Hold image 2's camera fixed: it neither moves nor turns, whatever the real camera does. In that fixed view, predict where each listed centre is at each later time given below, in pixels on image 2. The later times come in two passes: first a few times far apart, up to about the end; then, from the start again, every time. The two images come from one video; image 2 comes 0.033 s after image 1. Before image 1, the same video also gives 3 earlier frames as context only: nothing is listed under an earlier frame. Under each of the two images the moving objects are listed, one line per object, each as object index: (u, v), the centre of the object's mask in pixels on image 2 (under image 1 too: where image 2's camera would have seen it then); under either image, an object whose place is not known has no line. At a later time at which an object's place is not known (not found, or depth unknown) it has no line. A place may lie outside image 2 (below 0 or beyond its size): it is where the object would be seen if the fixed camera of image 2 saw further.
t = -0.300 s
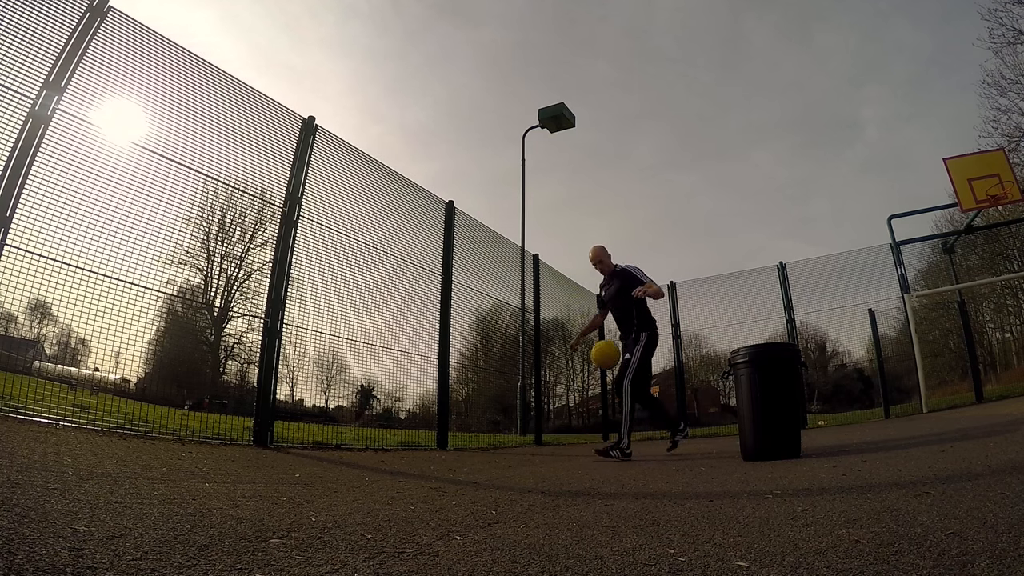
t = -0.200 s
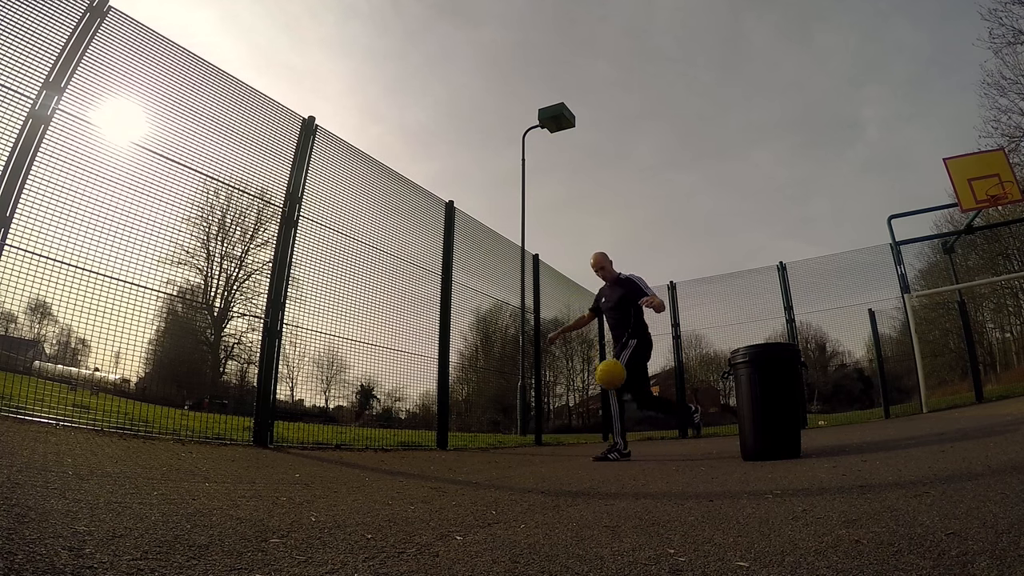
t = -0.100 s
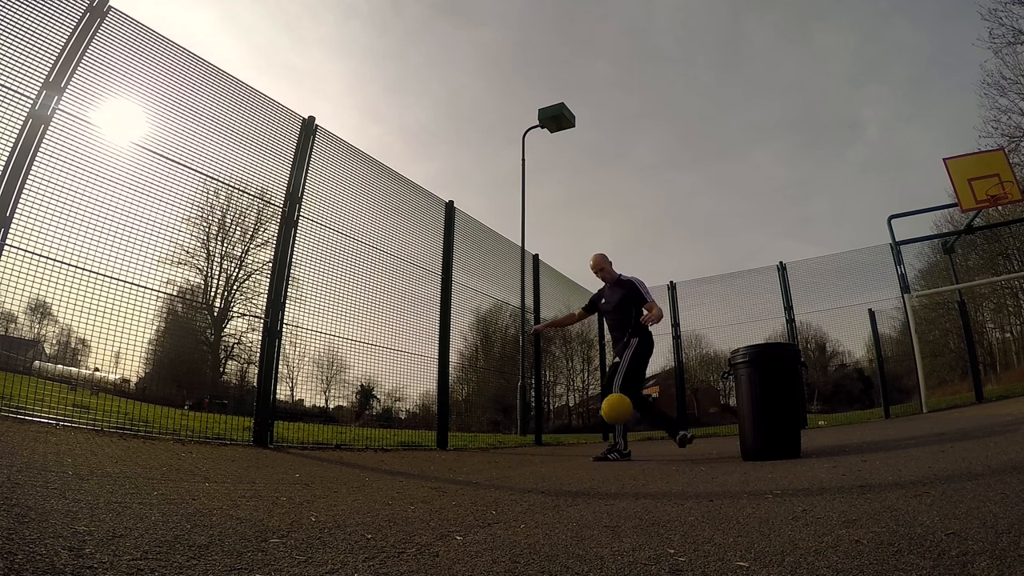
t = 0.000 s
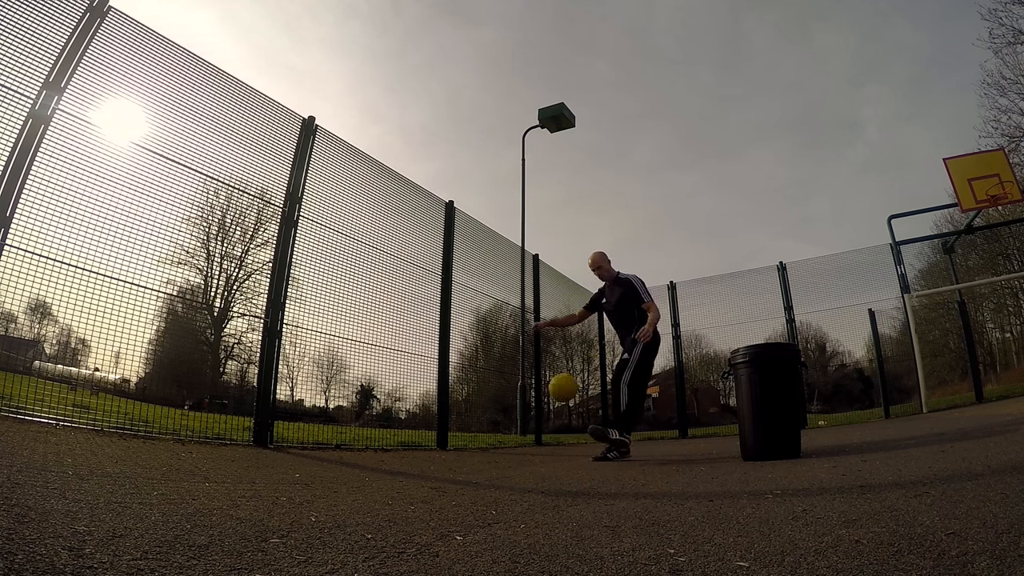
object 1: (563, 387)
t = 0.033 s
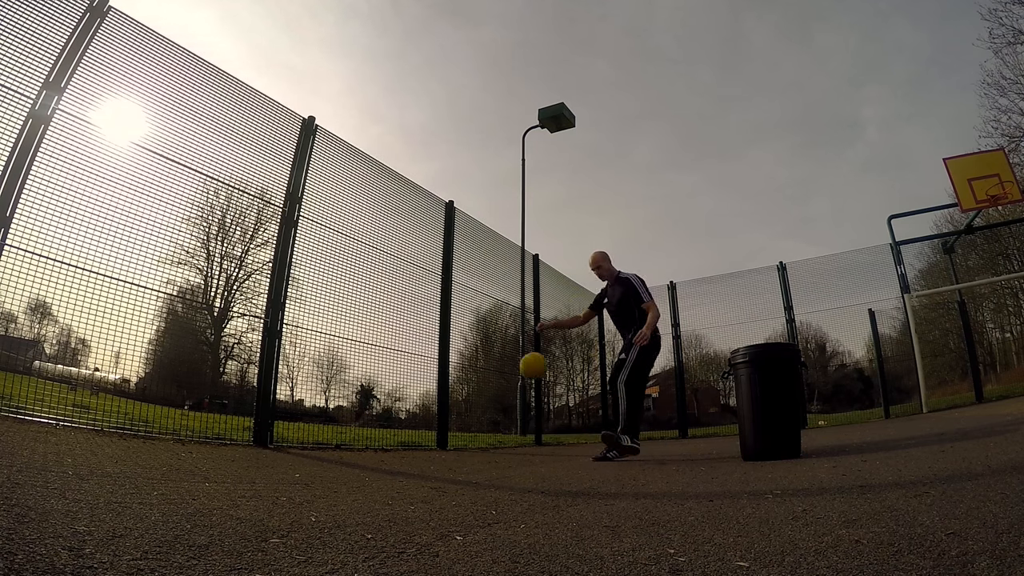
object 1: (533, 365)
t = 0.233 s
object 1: (411, 294)
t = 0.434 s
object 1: (462, 256)
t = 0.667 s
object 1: (567, 249)
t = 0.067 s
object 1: (507, 347)
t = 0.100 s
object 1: (484, 332)
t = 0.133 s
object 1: (463, 320)
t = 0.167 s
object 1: (444, 309)
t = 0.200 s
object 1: (427, 301)
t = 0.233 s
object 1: (411, 294)
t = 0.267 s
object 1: (404, 288)
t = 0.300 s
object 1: (416, 280)
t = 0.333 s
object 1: (427, 273)
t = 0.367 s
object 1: (438, 266)
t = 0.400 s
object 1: (450, 261)
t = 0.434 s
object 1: (462, 256)
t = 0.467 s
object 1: (475, 252)
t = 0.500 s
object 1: (488, 249)
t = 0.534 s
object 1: (502, 247)
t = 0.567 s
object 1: (517, 245)
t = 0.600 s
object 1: (533, 245)
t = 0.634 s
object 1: (549, 247)
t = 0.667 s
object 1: (567, 249)
